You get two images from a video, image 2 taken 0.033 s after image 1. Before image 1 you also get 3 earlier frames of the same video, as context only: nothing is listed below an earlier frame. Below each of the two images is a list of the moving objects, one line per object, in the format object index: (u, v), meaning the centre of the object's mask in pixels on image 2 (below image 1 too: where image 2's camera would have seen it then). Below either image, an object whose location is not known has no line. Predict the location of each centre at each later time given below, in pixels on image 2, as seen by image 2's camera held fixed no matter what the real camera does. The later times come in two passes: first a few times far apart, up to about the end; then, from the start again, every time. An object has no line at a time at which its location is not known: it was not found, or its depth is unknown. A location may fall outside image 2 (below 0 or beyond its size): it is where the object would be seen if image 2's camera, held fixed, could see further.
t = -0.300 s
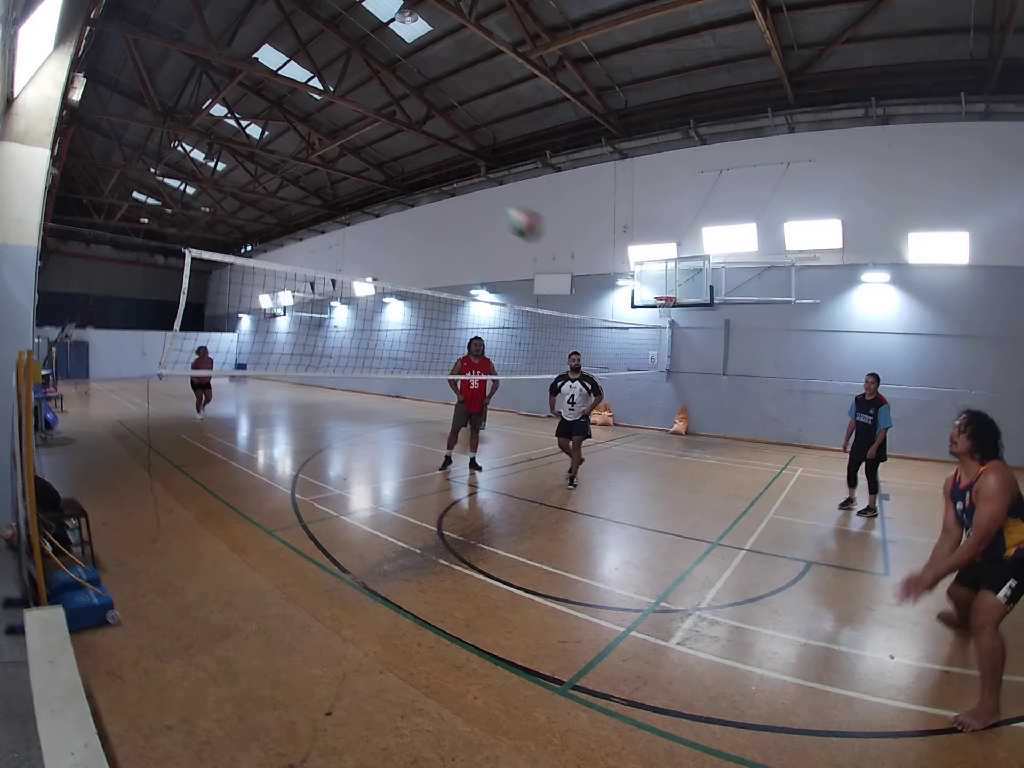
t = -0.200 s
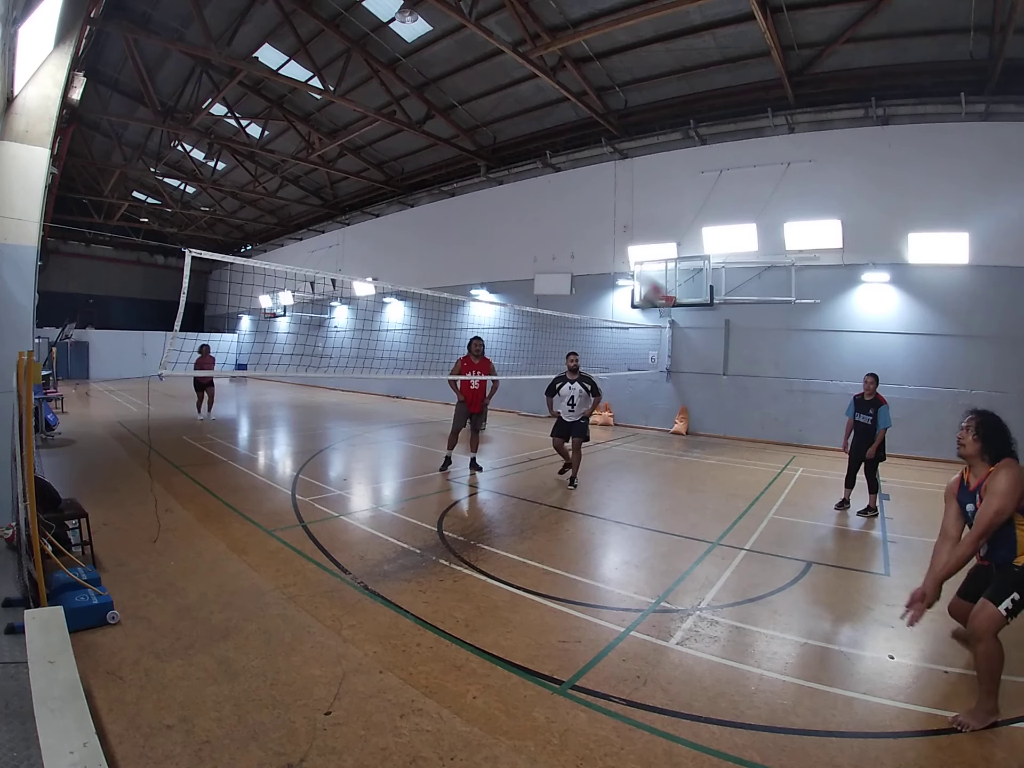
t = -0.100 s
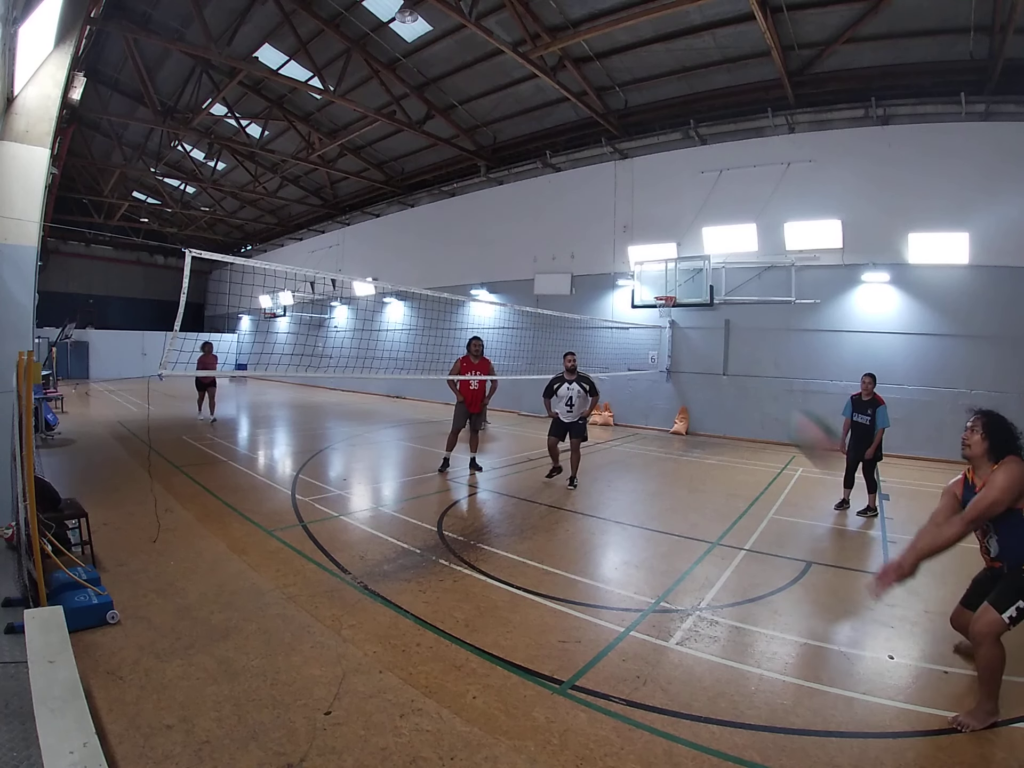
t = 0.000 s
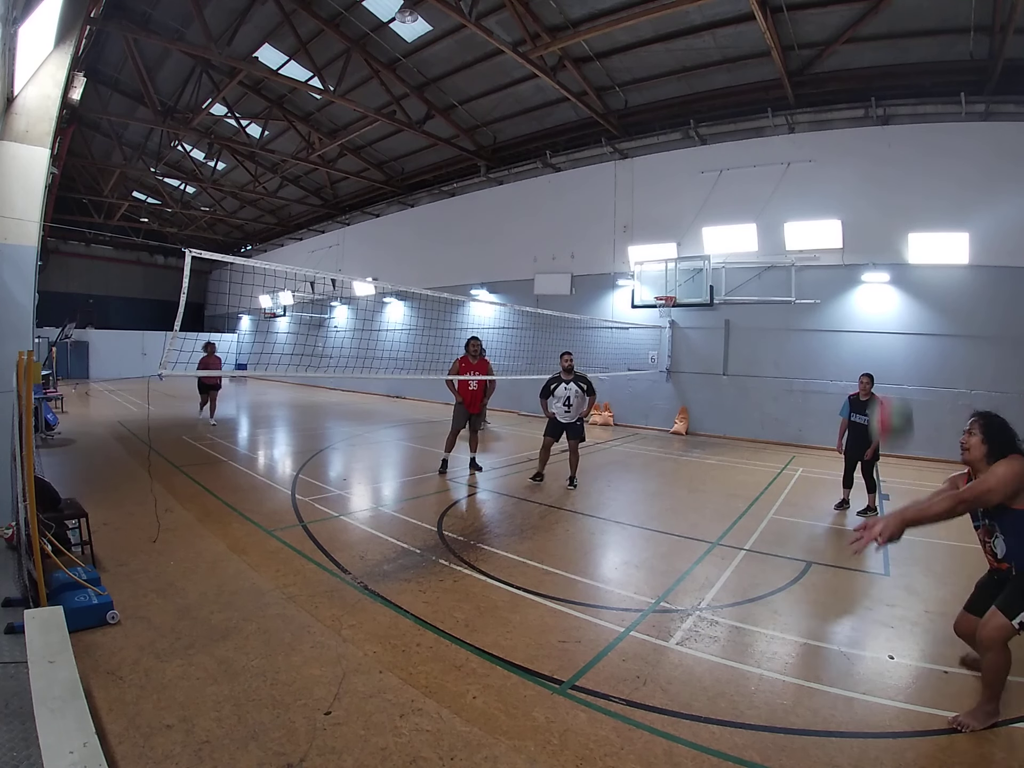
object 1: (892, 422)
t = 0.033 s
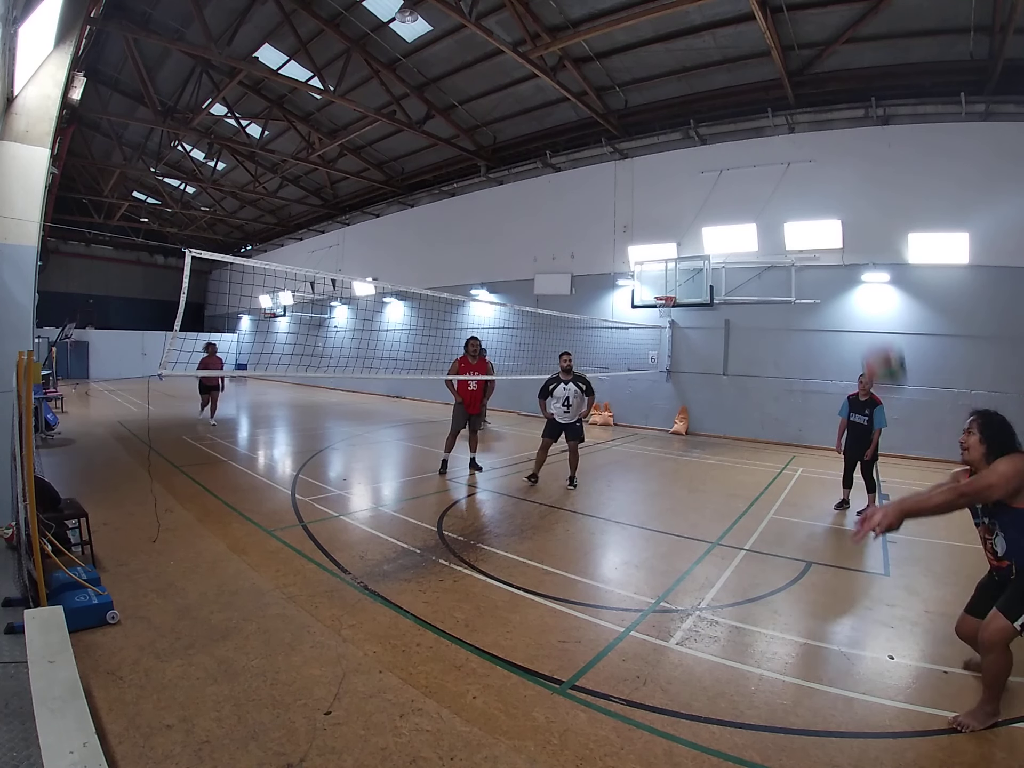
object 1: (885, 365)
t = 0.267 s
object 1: (819, 120)
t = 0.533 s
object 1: (769, 34)
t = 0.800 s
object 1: (742, 42)
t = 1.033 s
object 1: (730, 99)
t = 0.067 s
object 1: (874, 316)
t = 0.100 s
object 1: (866, 269)
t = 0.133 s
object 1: (859, 235)
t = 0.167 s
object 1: (849, 201)
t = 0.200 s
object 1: (838, 170)
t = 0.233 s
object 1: (829, 143)
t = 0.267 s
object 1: (819, 120)
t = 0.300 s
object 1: (811, 101)
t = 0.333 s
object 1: (804, 87)
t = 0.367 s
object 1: (797, 73)
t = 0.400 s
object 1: (791, 61)
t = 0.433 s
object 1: (785, 52)
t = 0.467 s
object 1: (779, 44)
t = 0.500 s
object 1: (774, 38)
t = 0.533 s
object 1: (769, 34)
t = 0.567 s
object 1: (765, 31)
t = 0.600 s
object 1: (761, 29)
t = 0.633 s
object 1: (758, 28)
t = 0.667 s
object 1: (754, 28)
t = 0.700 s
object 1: (751, 30)
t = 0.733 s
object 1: (747, 33)
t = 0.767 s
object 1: (746, 36)
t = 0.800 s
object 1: (742, 42)
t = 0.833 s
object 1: (740, 47)
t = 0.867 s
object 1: (738, 53)
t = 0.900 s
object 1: (737, 60)
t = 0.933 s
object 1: (735, 68)
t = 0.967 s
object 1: (733, 78)
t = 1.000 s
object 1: (732, 88)
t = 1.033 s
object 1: (730, 99)
